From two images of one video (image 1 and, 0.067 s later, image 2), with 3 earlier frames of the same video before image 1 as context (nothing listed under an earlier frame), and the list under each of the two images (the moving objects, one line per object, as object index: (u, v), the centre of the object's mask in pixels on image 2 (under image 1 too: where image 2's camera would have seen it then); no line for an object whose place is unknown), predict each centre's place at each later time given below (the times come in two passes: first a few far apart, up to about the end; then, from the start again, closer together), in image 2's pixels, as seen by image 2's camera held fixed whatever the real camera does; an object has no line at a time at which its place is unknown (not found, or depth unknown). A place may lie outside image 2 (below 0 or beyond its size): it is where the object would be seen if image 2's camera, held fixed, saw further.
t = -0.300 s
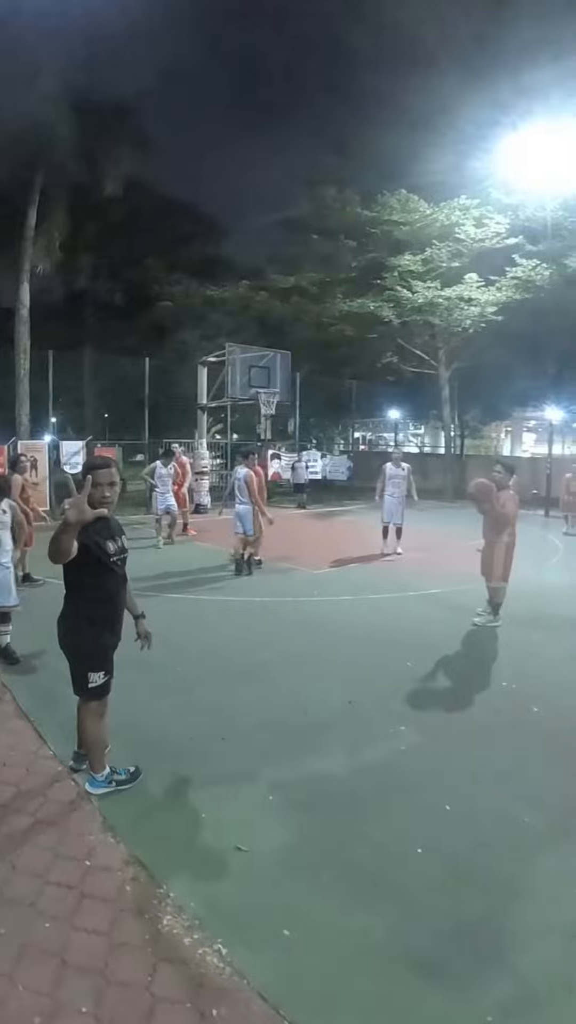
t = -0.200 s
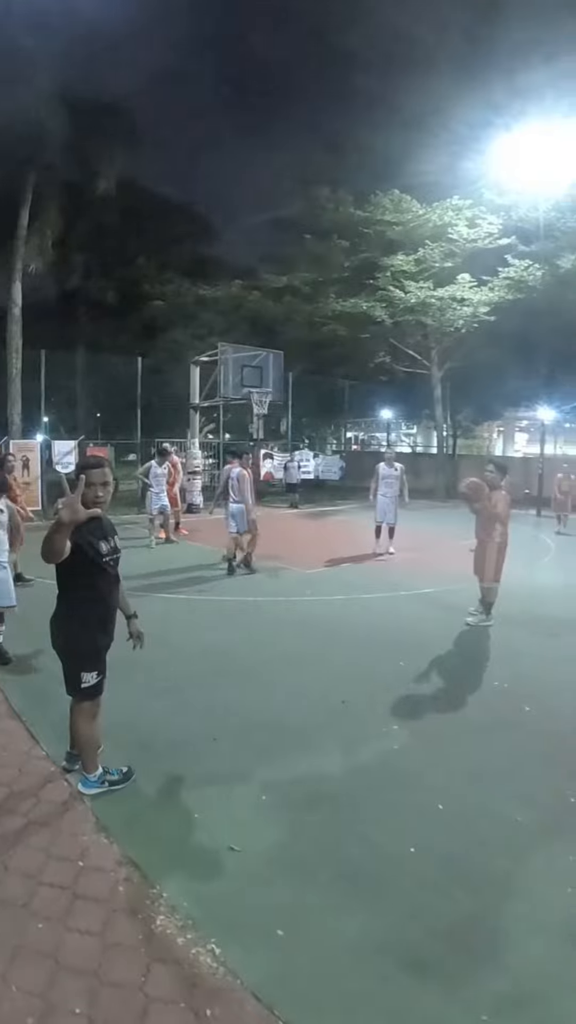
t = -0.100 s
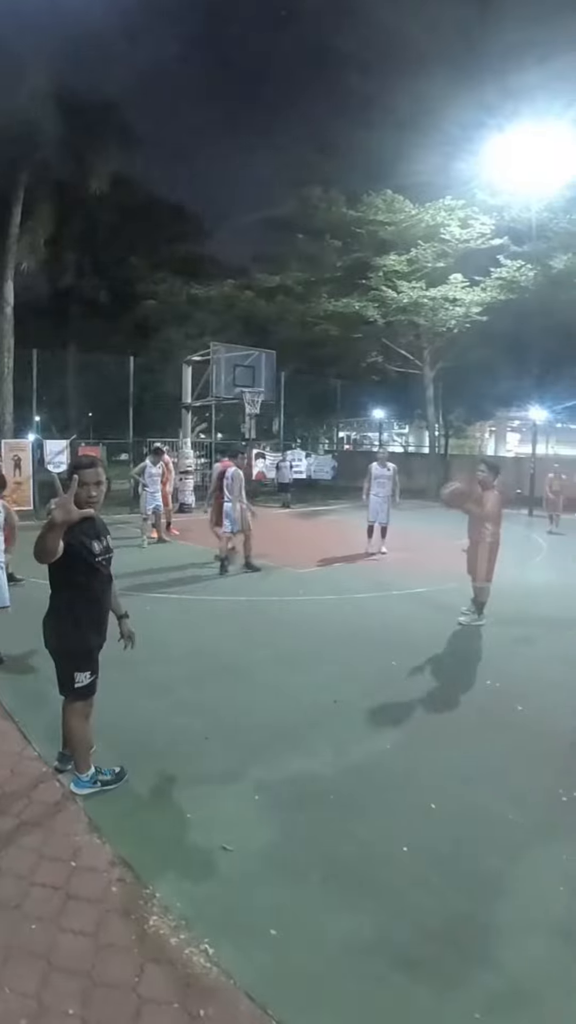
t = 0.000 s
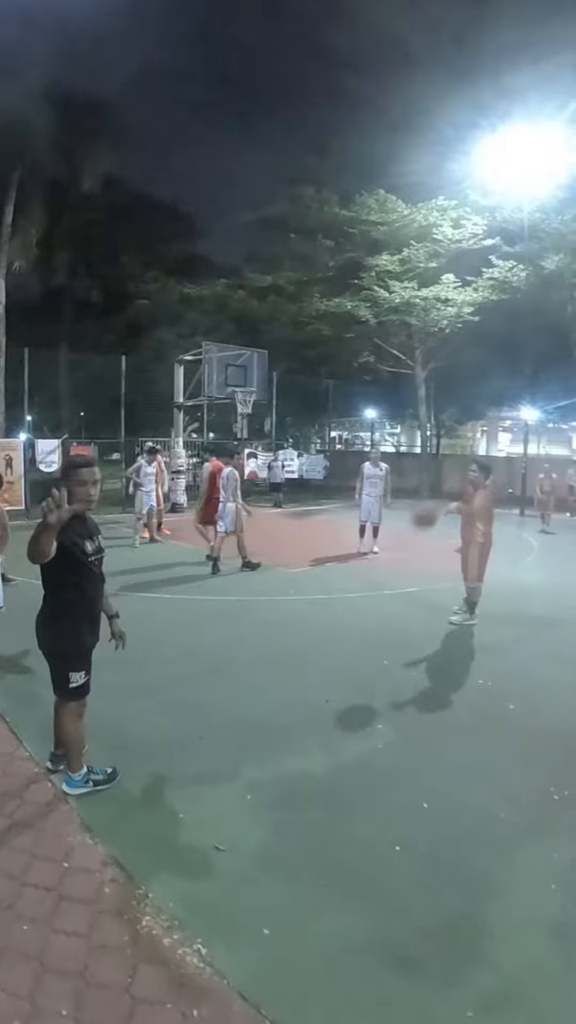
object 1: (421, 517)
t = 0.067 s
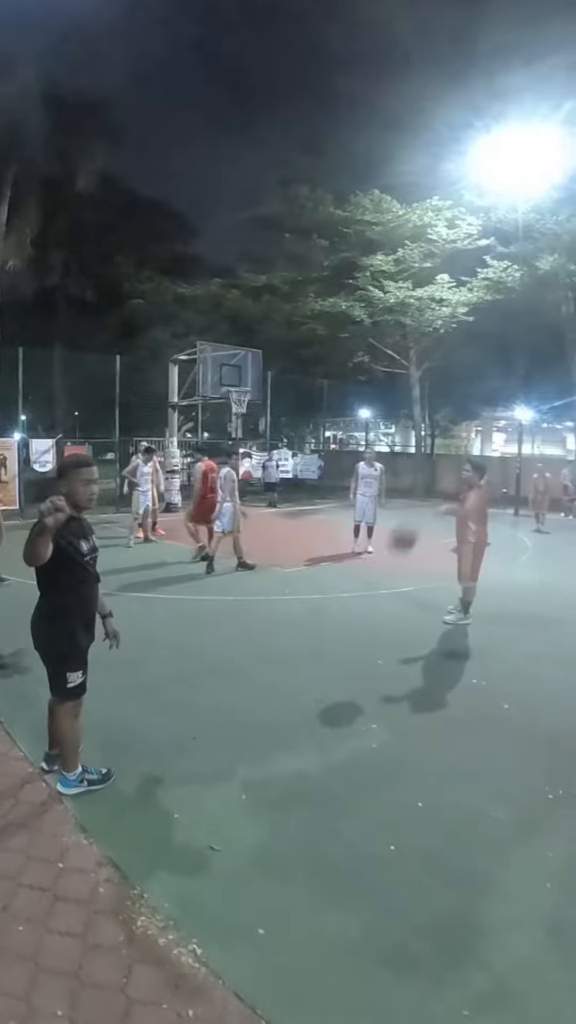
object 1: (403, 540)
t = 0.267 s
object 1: (349, 647)
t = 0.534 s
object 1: (304, 581)
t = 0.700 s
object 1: (274, 559)
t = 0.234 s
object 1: (358, 629)
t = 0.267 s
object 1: (349, 647)
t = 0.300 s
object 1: (339, 665)
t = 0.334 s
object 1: (334, 652)
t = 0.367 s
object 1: (329, 637)
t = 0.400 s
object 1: (324, 625)
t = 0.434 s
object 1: (319, 613)
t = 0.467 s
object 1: (314, 602)
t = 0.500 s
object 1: (309, 592)
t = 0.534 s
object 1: (304, 581)
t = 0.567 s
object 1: (297, 575)
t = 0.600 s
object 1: (292, 569)
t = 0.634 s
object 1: (286, 564)
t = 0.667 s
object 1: (280, 561)
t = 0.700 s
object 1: (274, 559)
